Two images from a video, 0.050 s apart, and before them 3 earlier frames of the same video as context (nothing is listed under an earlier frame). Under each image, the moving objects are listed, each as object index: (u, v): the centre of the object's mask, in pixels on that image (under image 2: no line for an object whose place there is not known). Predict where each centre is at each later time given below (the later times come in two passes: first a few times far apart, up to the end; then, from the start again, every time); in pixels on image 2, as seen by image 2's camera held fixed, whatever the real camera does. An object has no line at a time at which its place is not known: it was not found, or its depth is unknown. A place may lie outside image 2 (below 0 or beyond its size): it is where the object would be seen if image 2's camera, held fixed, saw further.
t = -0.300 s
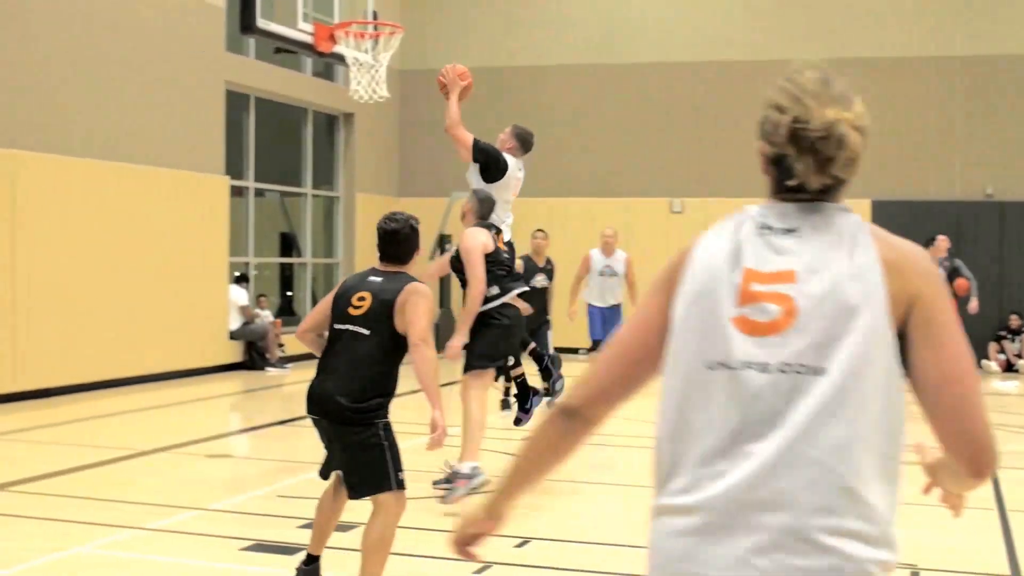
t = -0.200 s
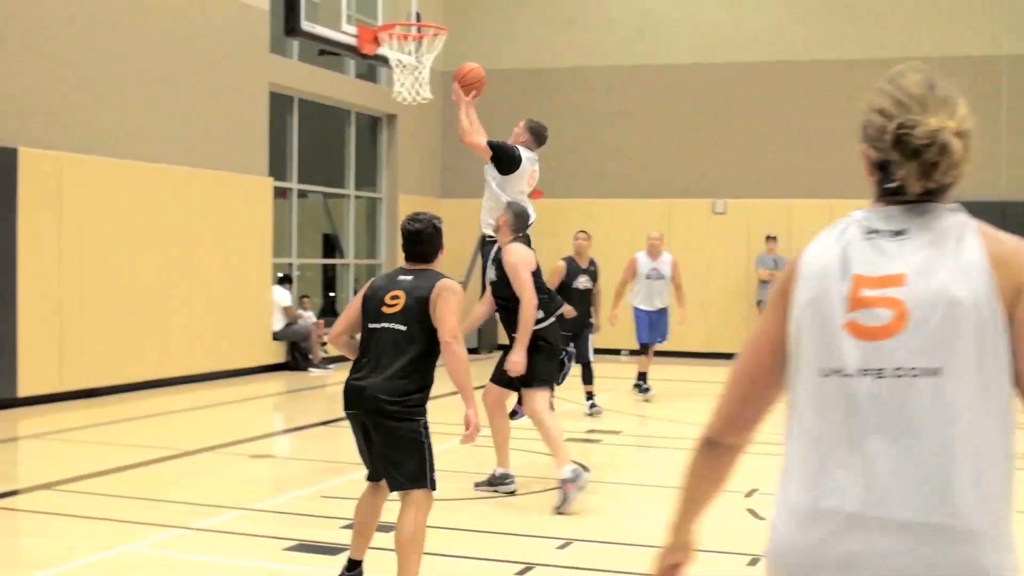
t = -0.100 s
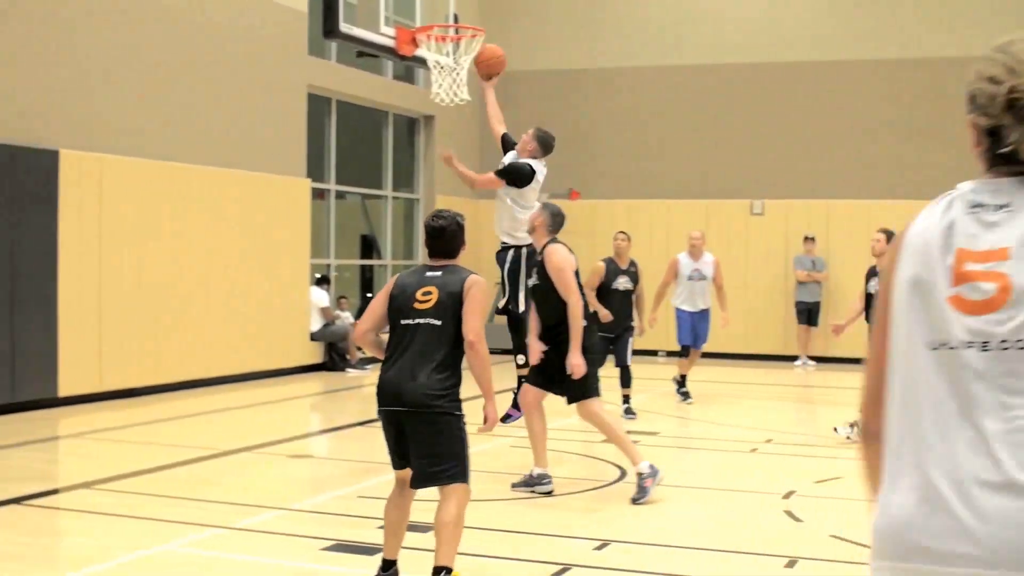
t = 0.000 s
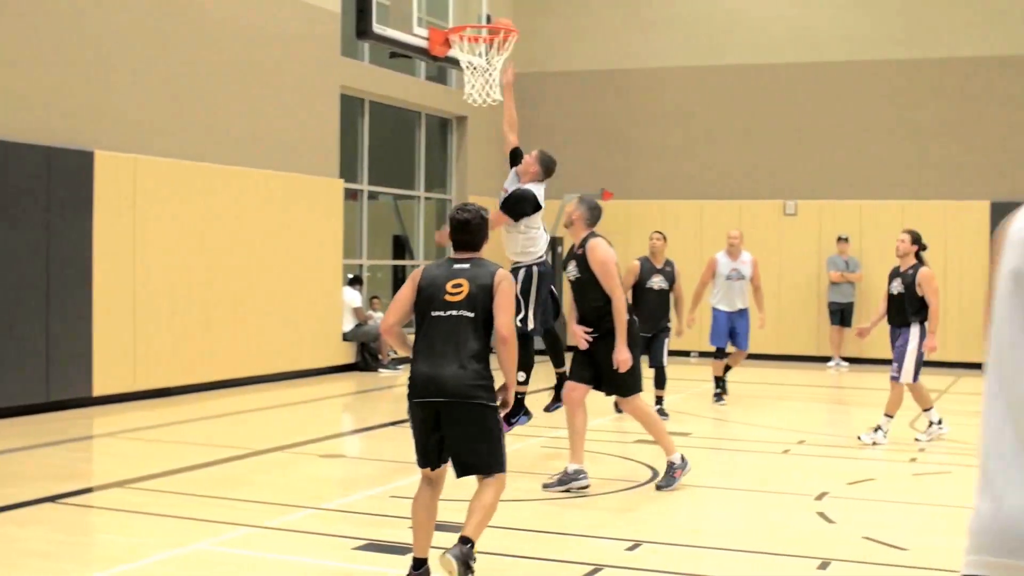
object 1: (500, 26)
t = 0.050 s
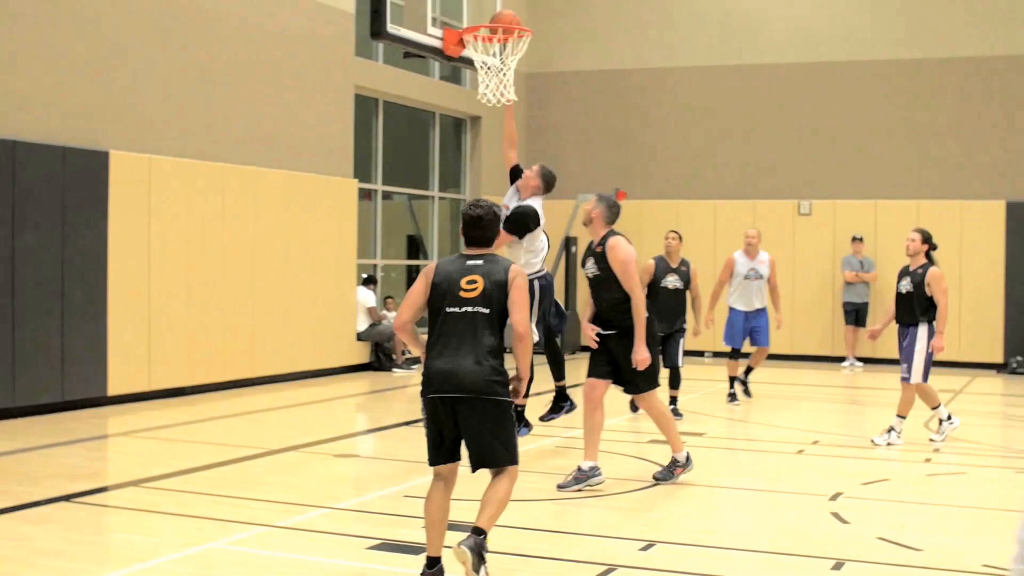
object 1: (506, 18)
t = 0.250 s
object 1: (479, 14)
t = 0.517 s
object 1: (491, 16)
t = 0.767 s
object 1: (499, 60)
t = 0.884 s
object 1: (503, 91)
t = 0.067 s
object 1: (502, 17)
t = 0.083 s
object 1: (498, 17)
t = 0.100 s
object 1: (495, 15)
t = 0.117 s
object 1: (491, 15)
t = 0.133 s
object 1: (488, 15)
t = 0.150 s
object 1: (484, 14)
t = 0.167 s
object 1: (479, 14)
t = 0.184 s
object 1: (477, 15)
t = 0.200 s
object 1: (477, 14)
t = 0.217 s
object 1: (478, 14)
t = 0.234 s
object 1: (479, 14)
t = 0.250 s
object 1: (479, 14)
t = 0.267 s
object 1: (480, 13)
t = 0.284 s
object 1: (481, 13)
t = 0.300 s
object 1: (482, 12)
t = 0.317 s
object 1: (483, 12)
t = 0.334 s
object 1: (483, 11)
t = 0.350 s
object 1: (484, 11)
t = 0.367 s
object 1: (485, 11)
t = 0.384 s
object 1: (485, 12)
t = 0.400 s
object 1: (486, 12)
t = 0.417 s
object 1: (488, 12)
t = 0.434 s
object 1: (488, 12)
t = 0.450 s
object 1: (489, 14)
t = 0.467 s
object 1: (489, 14)
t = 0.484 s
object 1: (490, 14)
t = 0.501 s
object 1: (491, 16)
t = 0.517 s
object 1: (491, 16)
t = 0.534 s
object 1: (492, 14)
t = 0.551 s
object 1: (492, 14)
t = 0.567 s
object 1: (492, 15)
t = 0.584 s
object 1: (493, 18)
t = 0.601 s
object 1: (494, 22)
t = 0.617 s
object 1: (495, 25)
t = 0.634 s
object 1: (495, 27)
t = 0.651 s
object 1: (496, 30)
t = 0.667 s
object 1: (495, 34)
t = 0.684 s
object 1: (496, 37)
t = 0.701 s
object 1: (496, 42)
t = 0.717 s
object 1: (496, 44)
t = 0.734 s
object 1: (497, 50)
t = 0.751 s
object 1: (498, 54)
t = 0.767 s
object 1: (499, 60)
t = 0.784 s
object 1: (500, 65)
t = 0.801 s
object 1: (501, 69)
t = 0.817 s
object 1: (501, 73)
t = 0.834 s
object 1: (501, 76)
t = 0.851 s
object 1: (504, 82)
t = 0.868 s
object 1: (504, 91)
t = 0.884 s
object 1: (503, 91)
